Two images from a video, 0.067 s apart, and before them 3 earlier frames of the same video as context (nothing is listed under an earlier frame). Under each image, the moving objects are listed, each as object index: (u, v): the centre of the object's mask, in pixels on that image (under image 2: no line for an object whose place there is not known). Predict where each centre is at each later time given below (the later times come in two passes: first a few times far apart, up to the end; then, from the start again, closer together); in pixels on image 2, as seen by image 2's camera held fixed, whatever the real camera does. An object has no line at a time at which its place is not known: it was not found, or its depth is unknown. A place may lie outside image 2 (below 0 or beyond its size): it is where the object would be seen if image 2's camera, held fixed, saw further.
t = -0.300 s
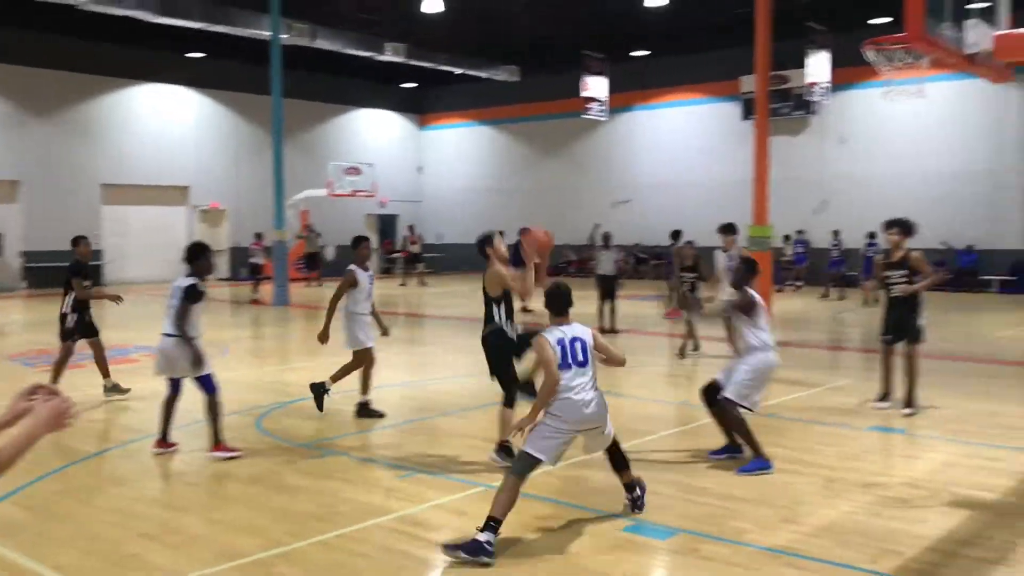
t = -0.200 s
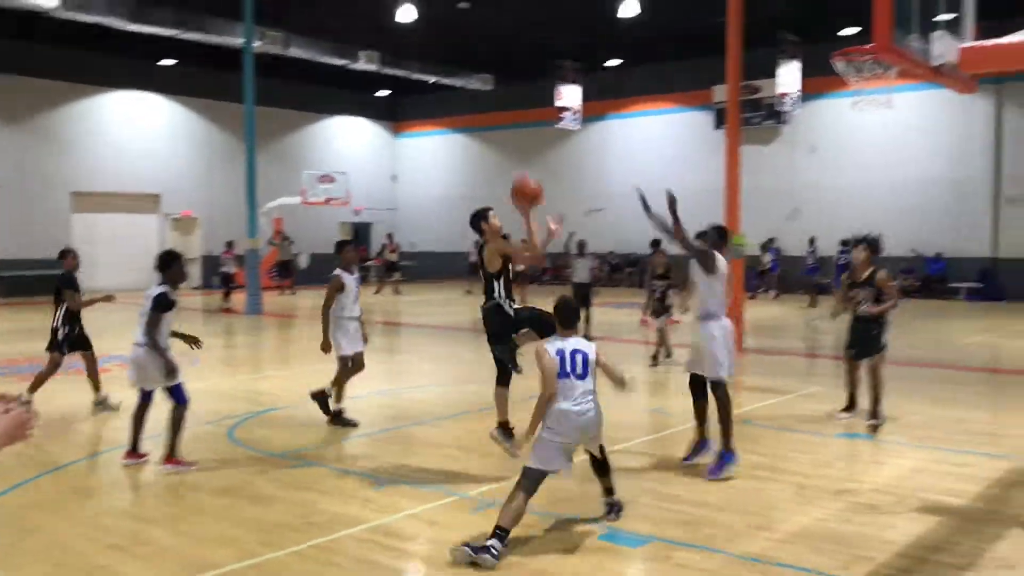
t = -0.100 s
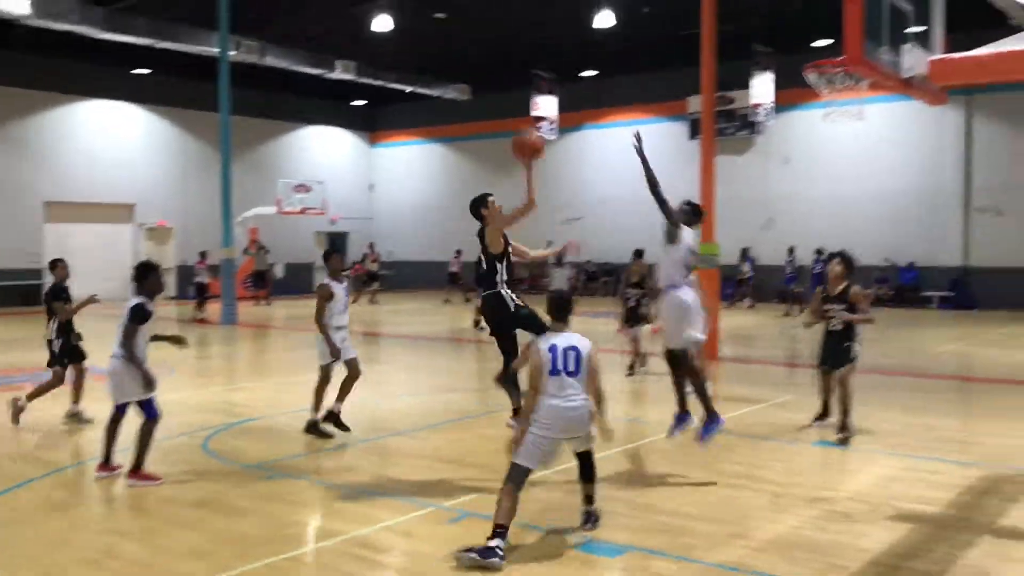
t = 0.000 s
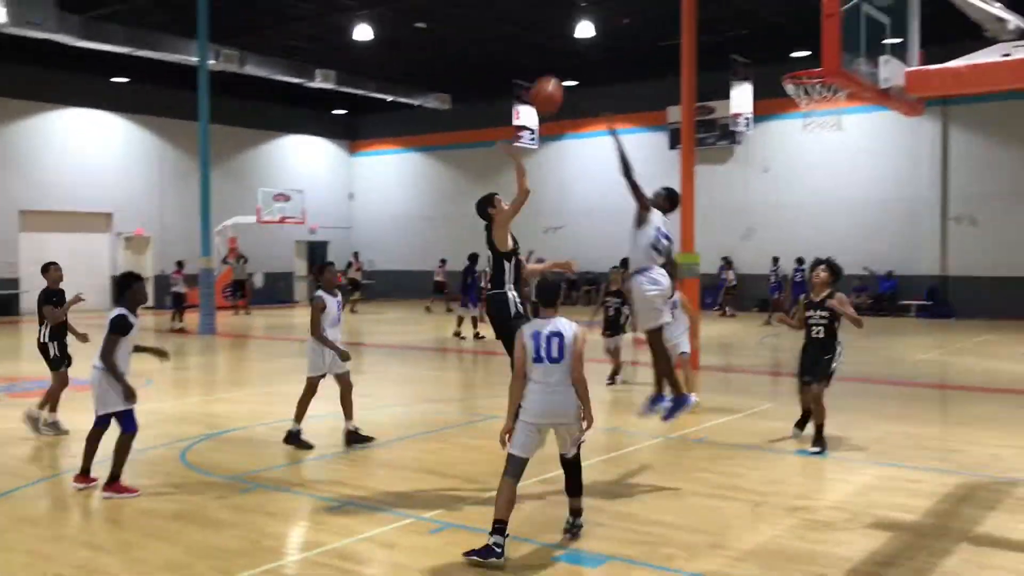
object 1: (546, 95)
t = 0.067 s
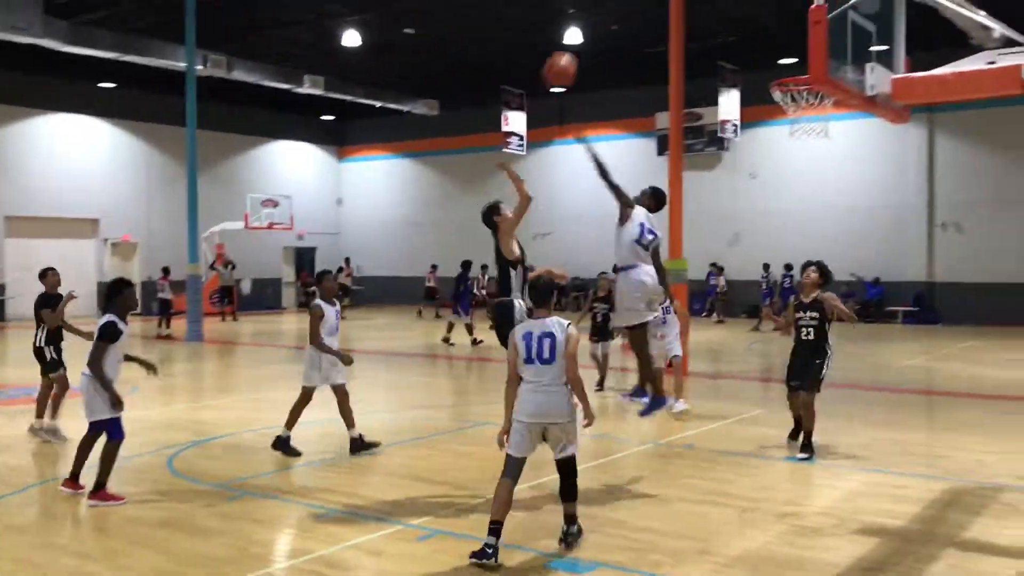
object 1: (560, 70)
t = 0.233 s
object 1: (623, 19)
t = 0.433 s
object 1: (699, 5)
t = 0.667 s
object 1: (787, 57)
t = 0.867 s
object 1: (842, 140)
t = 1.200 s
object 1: (888, 336)
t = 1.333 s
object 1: (906, 457)
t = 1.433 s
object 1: (907, 445)
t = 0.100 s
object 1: (573, 58)
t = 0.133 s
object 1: (585, 46)
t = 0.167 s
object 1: (598, 35)
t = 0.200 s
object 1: (611, 26)
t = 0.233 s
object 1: (623, 19)
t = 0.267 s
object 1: (635, 13)
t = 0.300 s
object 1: (648, 9)
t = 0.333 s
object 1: (659, 5)
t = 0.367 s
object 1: (673, 3)
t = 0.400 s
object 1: (690, 3)
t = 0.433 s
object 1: (699, 5)
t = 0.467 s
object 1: (712, 8)
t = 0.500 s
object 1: (724, 12)
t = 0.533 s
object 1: (737, 19)
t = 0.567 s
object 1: (750, 26)
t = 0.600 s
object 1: (763, 35)
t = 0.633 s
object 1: (775, 45)
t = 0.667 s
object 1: (787, 57)
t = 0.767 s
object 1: (826, 109)
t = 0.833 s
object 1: (837, 128)
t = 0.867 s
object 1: (842, 140)
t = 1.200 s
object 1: (888, 336)
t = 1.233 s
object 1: (892, 366)
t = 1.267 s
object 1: (897, 397)
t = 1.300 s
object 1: (902, 425)
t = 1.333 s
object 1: (906, 457)
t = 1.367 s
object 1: (911, 490)
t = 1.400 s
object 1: (910, 468)
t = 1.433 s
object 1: (907, 445)
